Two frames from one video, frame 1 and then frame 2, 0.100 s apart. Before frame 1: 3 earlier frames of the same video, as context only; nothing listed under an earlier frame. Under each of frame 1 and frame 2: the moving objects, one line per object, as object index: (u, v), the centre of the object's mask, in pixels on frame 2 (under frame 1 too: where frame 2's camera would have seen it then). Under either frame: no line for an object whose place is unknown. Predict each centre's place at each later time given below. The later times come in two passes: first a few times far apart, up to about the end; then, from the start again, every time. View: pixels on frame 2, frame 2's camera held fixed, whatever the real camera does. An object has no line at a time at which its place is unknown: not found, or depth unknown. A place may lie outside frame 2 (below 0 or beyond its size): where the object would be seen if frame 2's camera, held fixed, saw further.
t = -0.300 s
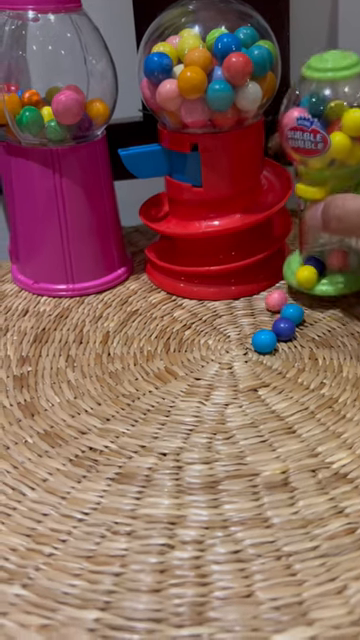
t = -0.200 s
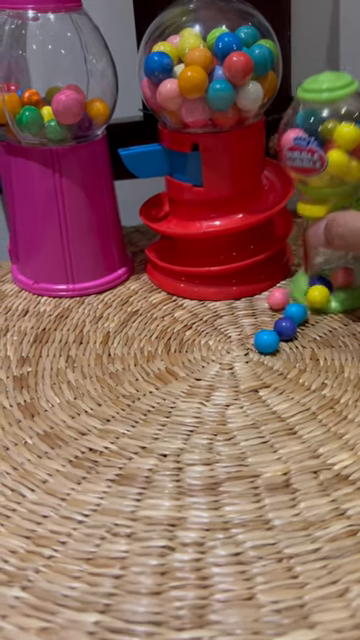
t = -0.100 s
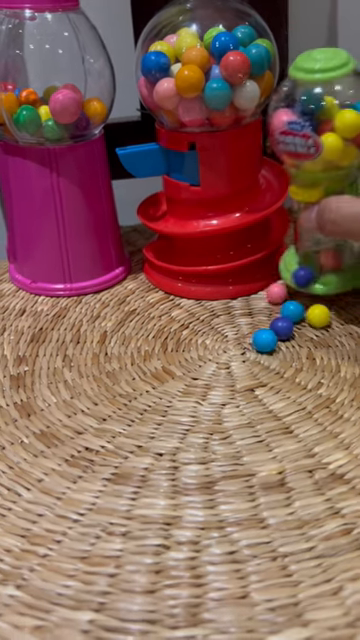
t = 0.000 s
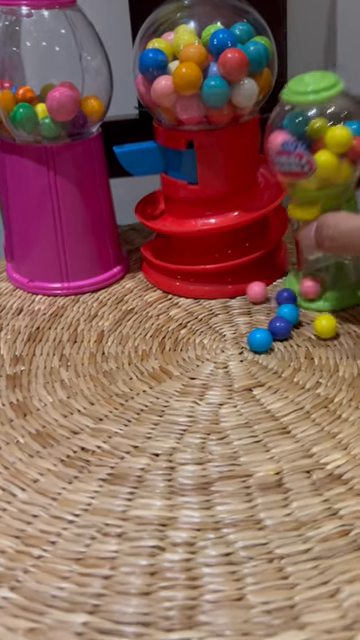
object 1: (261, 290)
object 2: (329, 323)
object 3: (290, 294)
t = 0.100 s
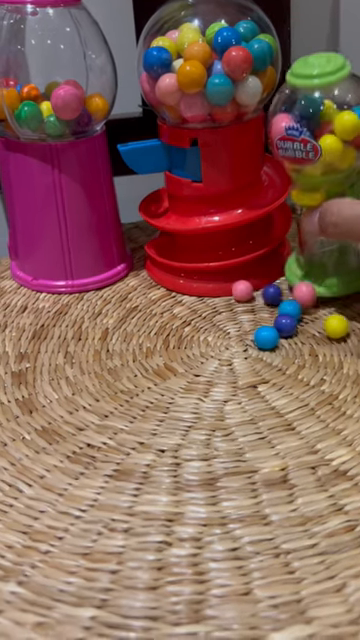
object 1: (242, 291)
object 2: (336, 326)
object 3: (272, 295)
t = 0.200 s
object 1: (231, 292)
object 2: (347, 328)
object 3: (253, 294)
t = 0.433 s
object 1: (209, 294)
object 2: (344, 329)
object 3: (256, 294)
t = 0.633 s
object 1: (204, 293)
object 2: (337, 323)
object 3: (254, 289)
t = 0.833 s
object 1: (211, 295)
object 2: (342, 322)
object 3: (255, 289)
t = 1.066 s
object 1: (213, 295)
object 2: (342, 326)
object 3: (256, 290)
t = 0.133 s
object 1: (238, 292)
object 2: (340, 327)
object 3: (265, 294)
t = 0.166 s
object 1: (235, 292)
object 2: (344, 328)
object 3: (257, 294)
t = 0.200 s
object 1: (231, 292)
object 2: (347, 328)
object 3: (253, 294)
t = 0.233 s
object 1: (227, 292)
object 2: (347, 330)
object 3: (251, 294)
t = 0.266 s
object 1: (224, 293)
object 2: (348, 332)
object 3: (251, 294)
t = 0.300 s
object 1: (222, 293)
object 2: (348, 333)
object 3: (251, 293)
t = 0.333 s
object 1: (220, 294)
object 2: (347, 333)
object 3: (254, 294)
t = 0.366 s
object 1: (217, 295)
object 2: (347, 332)
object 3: (257, 294)
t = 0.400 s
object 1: (213, 295)
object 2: (346, 330)
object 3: (257, 294)
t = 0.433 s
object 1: (209, 294)
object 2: (344, 329)
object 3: (256, 294)
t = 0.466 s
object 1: (206, 294)
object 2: (341, 328)
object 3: (254, 294)
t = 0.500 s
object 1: (204, 293)
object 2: (337, 327)
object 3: (254, 293)
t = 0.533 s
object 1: (202, 293)
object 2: (336, 326)
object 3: (255, 292)
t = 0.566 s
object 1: (202, 293)
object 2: (335, 325)
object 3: (255, 291)
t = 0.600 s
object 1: (203, 293)
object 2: (336, 324)
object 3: (254, 290)
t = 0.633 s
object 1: (204, 293)
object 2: (337, 323)
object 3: (254, 289)
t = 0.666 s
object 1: (206, 292)
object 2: (341, 323)
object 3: (255, 289)
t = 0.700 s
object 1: (209, 293)
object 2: (344, 323)
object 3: (256, 289)
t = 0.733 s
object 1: (211, 293)
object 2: (347, 323)
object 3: (255, 289)
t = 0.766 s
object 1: (213, 293)
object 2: (347, 323)
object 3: (254, 290)
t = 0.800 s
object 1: (213, 294)
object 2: (345, 323)
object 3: (254, 290)
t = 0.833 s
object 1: (211, 295)
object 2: (342, 322)
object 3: (255, 289)
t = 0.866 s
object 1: (210, 295)
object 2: (340, 323)
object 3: (255, 290)
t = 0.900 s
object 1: (210, 294)
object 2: (339, 325)
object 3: (256, 290)
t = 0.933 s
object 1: (211, 294)
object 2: (340, 326)
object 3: (256, 289)
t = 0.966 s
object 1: (212, 295)
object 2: (341, 326)
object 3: (255, 290)
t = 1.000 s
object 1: (214, 294)
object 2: (342, 327)
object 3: (256, 289)
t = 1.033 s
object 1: (214, 294)
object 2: (342, 327)
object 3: (256, 289)
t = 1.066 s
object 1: (213, 295)
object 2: (342, 326)
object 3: (256, 290)
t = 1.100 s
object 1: (212, 294)
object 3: (256, 289)
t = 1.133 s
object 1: (213, 295)
